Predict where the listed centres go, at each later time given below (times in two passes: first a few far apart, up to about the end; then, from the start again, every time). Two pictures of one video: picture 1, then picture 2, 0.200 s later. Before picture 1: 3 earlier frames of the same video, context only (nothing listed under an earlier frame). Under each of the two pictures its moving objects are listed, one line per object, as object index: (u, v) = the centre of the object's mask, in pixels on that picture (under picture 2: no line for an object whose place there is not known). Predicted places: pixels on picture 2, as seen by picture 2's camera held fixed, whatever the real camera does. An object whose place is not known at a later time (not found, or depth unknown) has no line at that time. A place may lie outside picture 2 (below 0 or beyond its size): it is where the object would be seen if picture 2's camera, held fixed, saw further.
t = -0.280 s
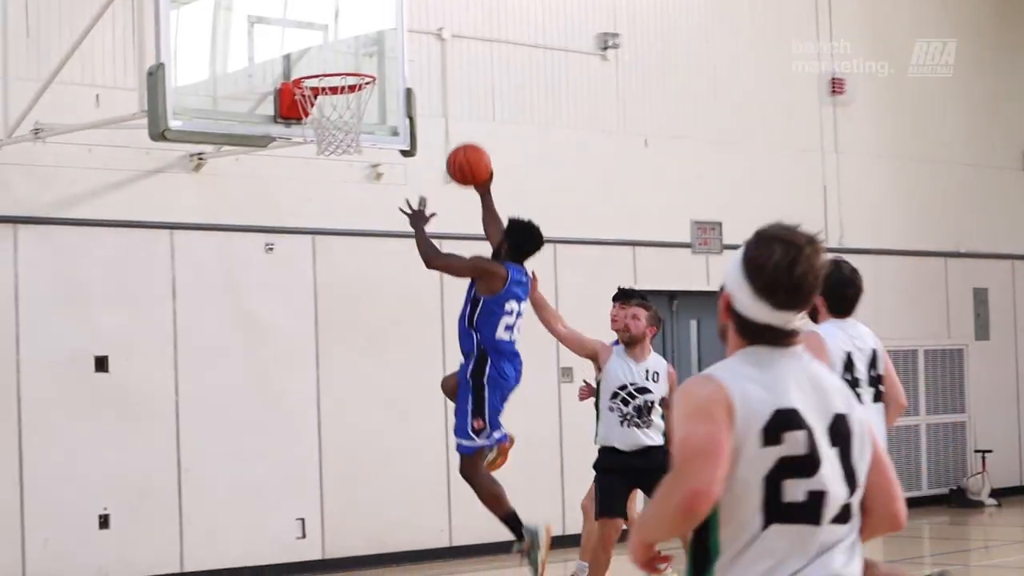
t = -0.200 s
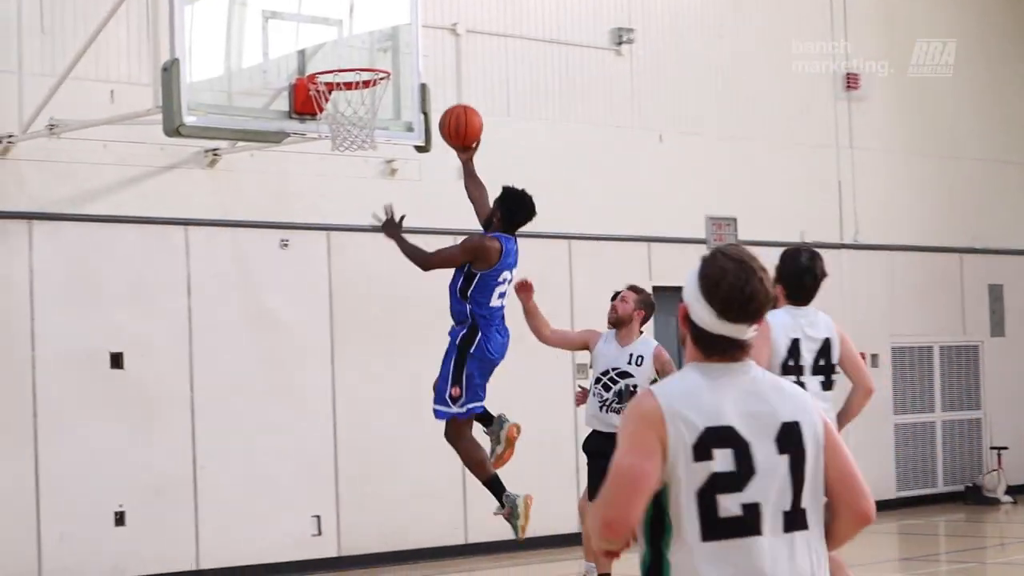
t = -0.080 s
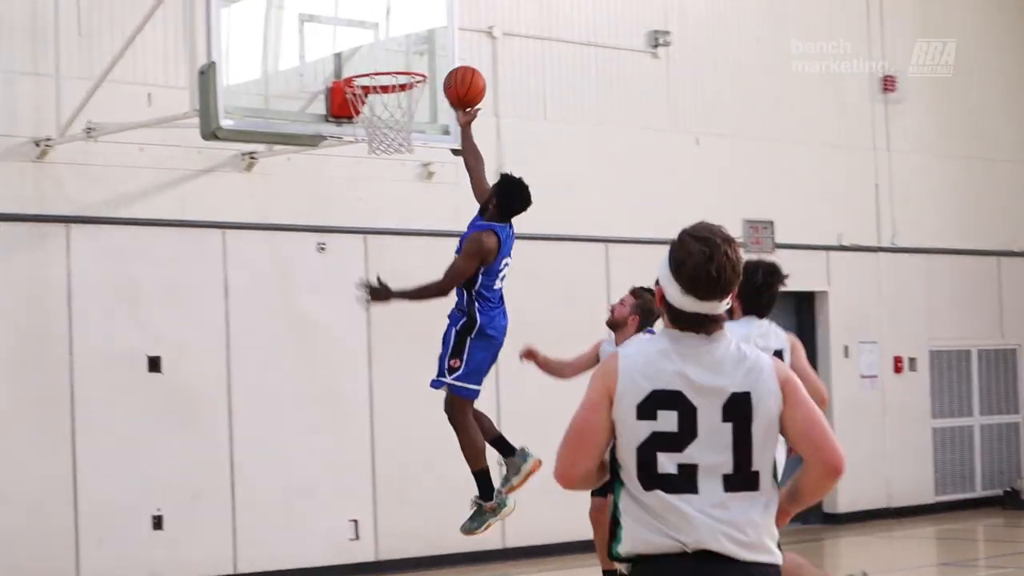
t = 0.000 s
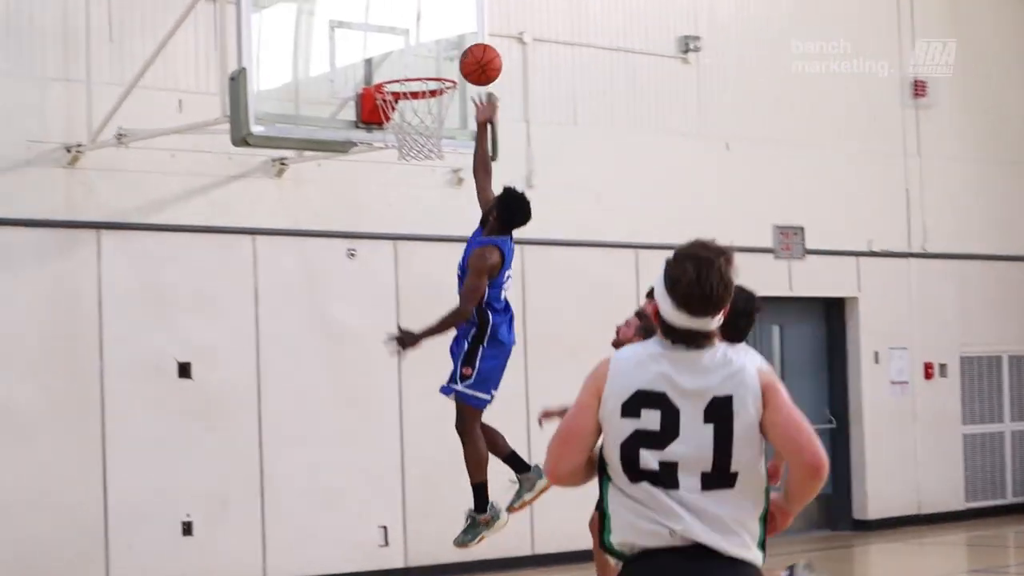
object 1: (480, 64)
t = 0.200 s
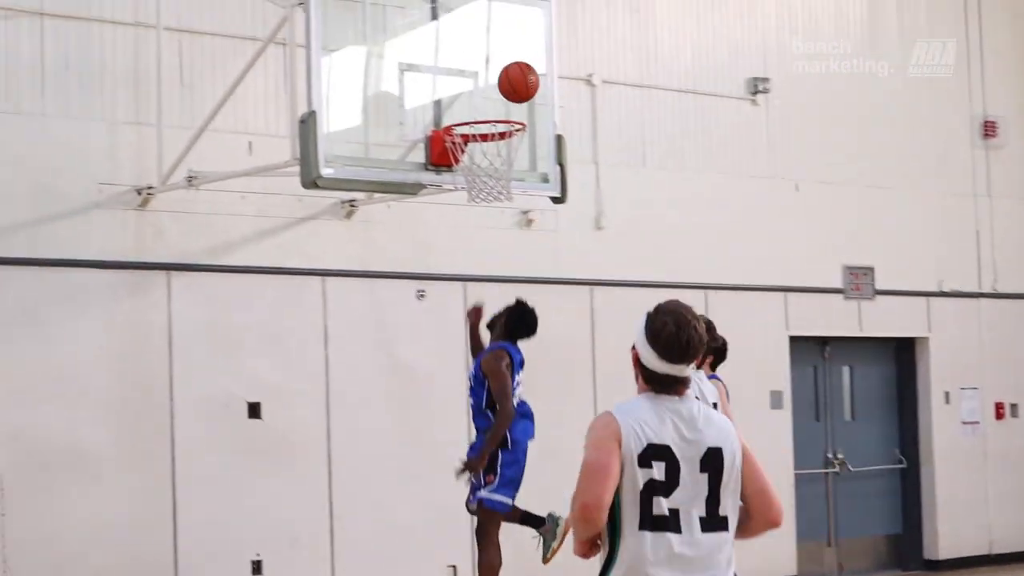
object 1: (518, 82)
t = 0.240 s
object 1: (513, 85)
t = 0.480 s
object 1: (481, 156)
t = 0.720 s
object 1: (476, 186)
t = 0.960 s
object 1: (500, 257)
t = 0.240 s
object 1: (513, 85)
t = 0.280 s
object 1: (507, 91)
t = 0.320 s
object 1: (502, 100)
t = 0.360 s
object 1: (496, 111)
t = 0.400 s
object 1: (491, 125)
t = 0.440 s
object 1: (485, 142)
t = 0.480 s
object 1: (481, 156)
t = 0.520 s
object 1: (478, 167)
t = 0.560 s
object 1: (476, 173)
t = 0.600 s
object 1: (474, 176)
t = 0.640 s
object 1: (473, 179)
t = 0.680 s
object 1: (475, 182)
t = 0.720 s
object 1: (476, 186)
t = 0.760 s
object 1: (480, 192)
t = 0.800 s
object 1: (484, 199)
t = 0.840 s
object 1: (488, 210)
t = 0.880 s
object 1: (492, 222)
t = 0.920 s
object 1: (496, 238)
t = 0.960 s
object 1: (500, 257)
